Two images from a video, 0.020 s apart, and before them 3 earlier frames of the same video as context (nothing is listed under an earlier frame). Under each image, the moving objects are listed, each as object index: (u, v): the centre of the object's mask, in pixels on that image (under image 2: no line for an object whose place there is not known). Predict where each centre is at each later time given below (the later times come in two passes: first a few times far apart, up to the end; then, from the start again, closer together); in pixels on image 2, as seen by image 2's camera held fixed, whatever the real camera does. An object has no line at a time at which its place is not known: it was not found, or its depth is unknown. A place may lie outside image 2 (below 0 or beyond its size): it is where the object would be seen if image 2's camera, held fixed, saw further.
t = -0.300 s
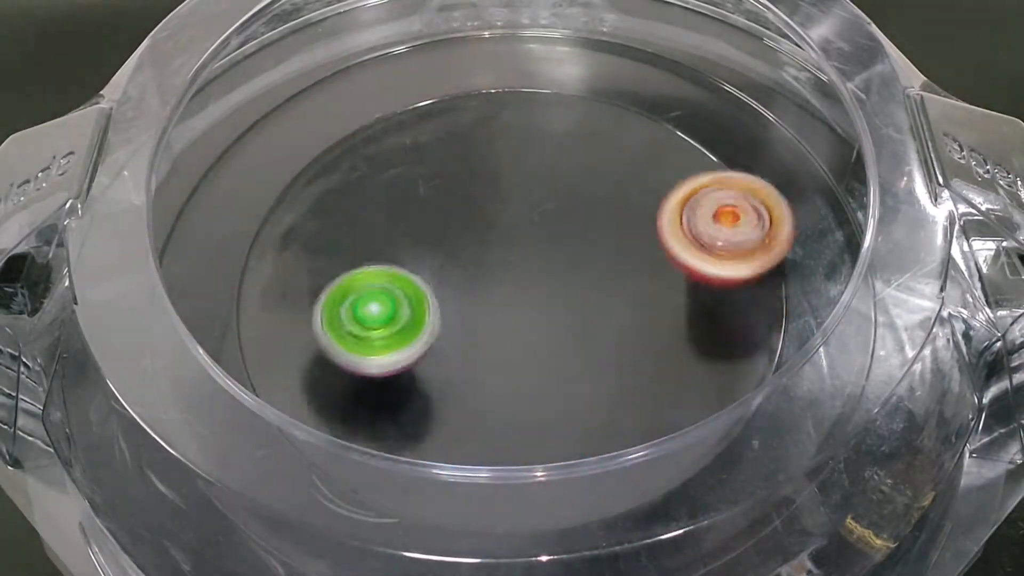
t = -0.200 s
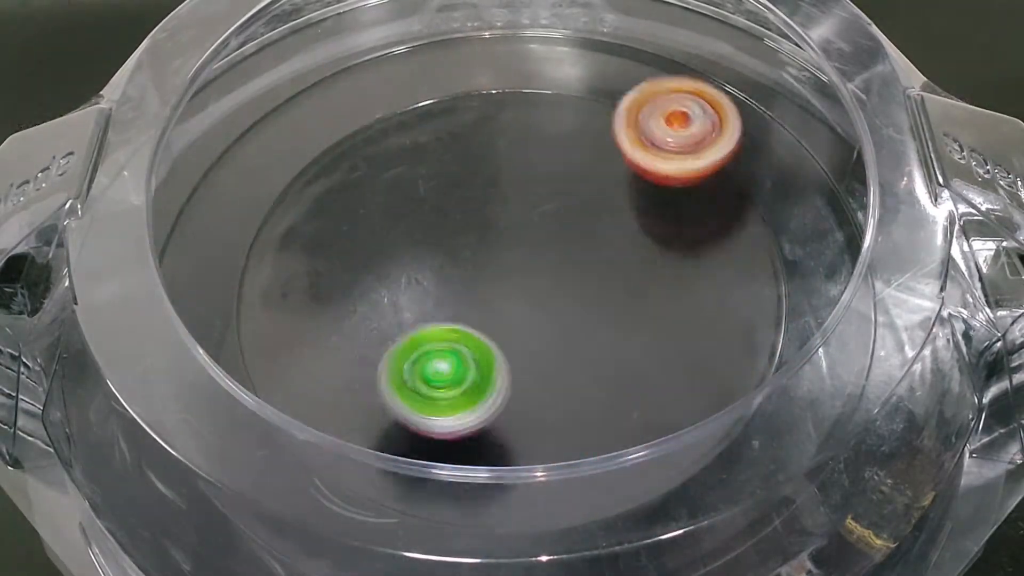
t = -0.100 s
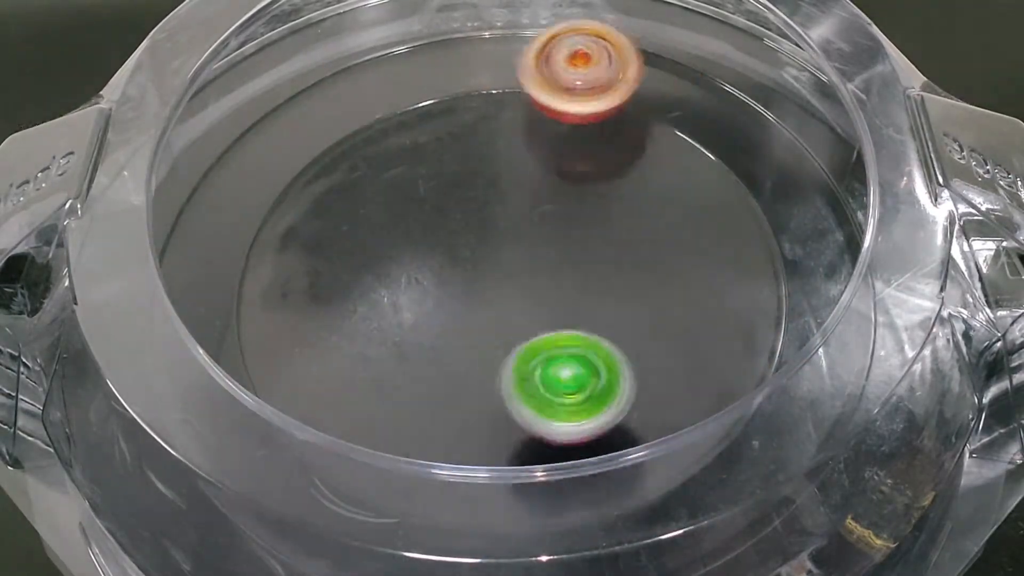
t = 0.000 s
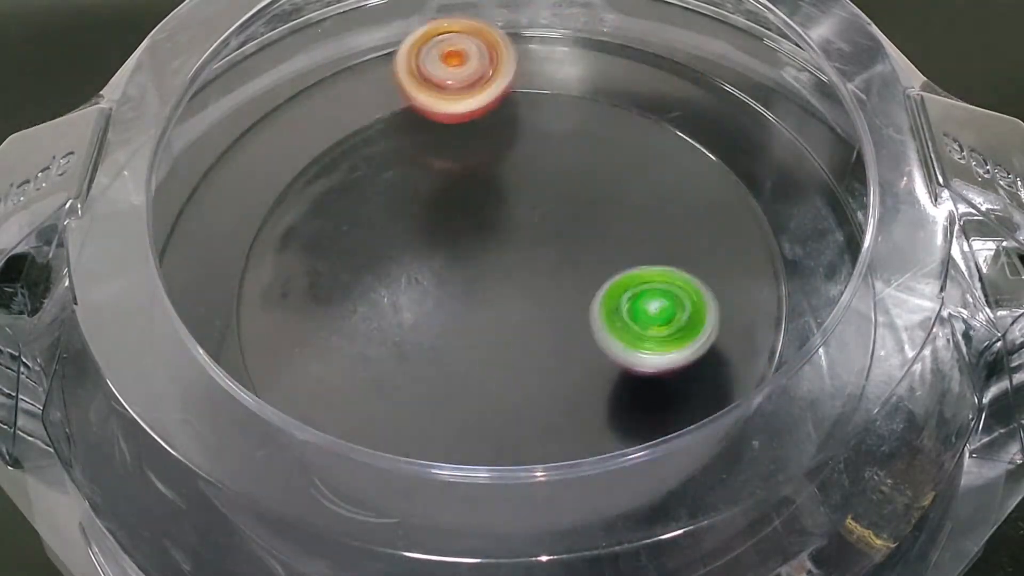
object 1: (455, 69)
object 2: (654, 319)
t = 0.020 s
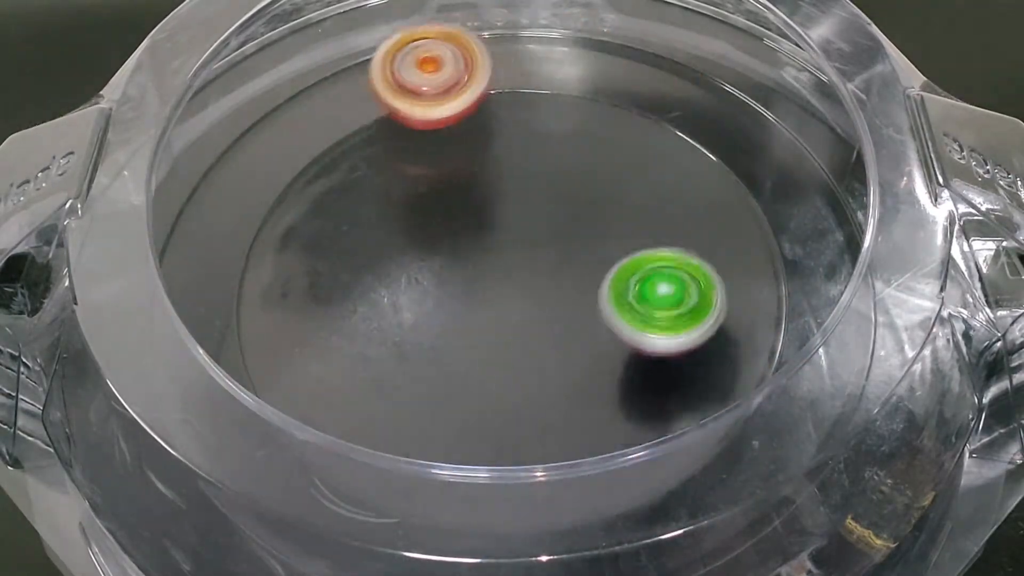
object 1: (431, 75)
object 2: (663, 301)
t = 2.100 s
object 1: (489, 72)
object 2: (564, 169)
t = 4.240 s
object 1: (752, 313)
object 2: (468, 366)
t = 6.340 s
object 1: (427, 185)
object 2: (482, 312)
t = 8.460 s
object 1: (421, 228)
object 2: (567, 268)
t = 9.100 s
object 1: (606, 236)
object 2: (509, 325)
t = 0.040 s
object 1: (407, 83)
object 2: (668, 282)
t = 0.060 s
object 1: (385, 93)
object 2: (669, 263)
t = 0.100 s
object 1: (346, 121)
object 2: (661, 226)
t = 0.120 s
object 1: (329, 137)
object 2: (651, 210)
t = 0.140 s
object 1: (316, 155)
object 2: (640, 195)
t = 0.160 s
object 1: (305, 175)
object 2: (624, 181)
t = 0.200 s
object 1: (290, 219)
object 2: (590, 158)
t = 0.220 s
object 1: (288, 241)
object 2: (569, 150)
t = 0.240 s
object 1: (288, 265)
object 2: (548, 144)
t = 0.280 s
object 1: (302, 311)
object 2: (503, 139)
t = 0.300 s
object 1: (314, 334)
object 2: (481, 139)
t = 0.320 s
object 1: (330, 355)
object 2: (458, 143)
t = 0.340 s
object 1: (349, 373)
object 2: (436, 148)
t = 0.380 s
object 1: (397, 400)
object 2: (395, 164)
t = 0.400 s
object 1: (424, 409)
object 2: (377, 176)
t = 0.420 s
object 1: (453, 416)
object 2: (360, 189)
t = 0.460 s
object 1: (512, 422)
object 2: (333, 220)
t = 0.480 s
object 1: (543, 421)
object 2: (324, 237)
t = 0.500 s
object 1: (572, 418)
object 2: (318, 256)
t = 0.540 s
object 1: (633, 415)
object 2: (317, 293)
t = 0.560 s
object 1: (661, 405)
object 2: (323, 311)
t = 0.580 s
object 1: (686, 390)
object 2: (332, 329)
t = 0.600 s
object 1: (707, 375)
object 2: (345, 347)
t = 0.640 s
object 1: (742, 338)
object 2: (378, 376)
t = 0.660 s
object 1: (755, 319)
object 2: (399, 387)
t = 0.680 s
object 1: (765, 298)
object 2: (424, 396)
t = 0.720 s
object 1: (775, 255)
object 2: (477, 407)
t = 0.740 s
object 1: (774, 234)
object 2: (504, 408)
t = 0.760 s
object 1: (770, 214)
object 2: (532, 406)
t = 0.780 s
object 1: (764, 196)
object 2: (559, 401)
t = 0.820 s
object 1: (740, 160)
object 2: (607, 380)
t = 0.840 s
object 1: (724, 145)
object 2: (629, 365)
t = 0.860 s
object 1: (707, 131)
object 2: (646, 349)
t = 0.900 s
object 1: (667, 110)
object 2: (671, 312)
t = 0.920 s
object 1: (645, 103)
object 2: (679, 291)
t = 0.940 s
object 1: (622, 97)
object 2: (683, 271)
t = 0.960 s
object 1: (598, 93)
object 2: (683, 251)
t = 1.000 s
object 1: (548, 92)
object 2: (673, 213)
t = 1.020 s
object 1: (523, 95)
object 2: (664, 196)
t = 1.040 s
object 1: (499, 100)
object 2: (652, 180)
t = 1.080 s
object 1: (451, 114)
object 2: (622, 152)
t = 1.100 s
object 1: (428, 125)
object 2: (605, 141)
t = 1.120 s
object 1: (407, 137)
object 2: (587, 132)
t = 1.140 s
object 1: (387, 151)
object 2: (568, 125)
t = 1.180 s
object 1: (352, 183)
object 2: (526, 117)
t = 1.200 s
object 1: (338, 201)
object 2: (505, 116)
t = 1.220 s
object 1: (326, 220)
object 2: (485, 117)
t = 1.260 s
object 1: (309, 261)
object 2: (443, 125)
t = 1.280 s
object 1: (305, 282)
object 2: (424, 132)
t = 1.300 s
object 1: (304, 304)
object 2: (404, 141)
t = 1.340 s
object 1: (314, 349)
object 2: (369, 163)
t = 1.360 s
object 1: (325, 367)
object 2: (354, 178)
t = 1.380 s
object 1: (340, 382)
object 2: (341, 194)
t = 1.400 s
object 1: (359, 395)
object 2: (331, 211)
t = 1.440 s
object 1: (395, 434)
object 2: (318, 247)
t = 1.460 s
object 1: (420, 445)
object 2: (317, 266)
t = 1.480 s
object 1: (444, 457)
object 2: (319, 286)
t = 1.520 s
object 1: (503, 467)
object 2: (333, 324)
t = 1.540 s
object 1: (534, 468)
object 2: (346, 342)
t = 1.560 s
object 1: (563, 465)
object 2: (361, 359)
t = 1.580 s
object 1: (591, 459)
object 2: (380, 374)
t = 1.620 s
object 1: (644, 437)
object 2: (425, 399)
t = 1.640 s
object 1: (667, 422)
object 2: (451, 406)
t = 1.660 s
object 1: (685, 406)
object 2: (478, 411)
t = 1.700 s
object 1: (714, 369)
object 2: (533, 411)
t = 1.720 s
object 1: (722, 347)
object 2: (559, 407)
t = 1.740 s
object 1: (729, 328)
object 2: (584, 400)
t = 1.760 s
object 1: (732, 307)
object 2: (608, 390)
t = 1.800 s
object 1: (729, 266)
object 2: (649, 361)
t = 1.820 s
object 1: (724, 245)
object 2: (663, 347)
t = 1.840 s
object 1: (720, 221)
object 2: (670, 336)
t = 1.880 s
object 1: (701, 180)
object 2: (678, 310)
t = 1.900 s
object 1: (687, 163)
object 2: (680, 296)
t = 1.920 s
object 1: (671, 147)
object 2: (679, 279)
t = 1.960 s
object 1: (638, 120)
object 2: (672, 246)
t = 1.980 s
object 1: (618, 108)
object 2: (663, 231)
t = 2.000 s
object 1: (598, 98)
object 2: (652, 216)
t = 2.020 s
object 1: (577, 90)
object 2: (638, 203)
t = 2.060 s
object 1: (534, 77)
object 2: (604, 183)
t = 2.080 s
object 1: (511, 73)
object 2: (585, 175)
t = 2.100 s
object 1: (489, 72)
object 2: (564, 169)
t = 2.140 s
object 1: (444, 72)
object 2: (519, 164)
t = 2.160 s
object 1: (421, 76)
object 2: (497, 165)
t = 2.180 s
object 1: (398, 81)
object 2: (475, 168)
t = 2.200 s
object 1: (378, 89)
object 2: (454, 174)
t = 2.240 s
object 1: (336, 109)
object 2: (420, 197)
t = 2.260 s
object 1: (313, 119)
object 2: (407, 215)
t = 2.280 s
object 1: (292, 127)
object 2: (395, 233)
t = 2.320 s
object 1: (255, 142)
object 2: (378, 270)
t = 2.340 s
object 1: (239, 148)
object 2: (374, 288)
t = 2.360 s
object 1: (226, 154)
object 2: (374, 306)
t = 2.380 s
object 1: (218, 158)
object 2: (377, 324)
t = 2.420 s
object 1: (204, 166)
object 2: (396, 357)
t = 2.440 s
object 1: (189, 169)
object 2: (410, 373)
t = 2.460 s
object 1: (181, 176)
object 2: (427, 385)
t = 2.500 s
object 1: (170, 201)
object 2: (468, 404)
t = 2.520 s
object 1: (168, 217)
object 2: (490, 409)
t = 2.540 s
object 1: (165, 234)
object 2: (514, 412)
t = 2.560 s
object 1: (165, 252)
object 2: (536, 411)
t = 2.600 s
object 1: (167, 280)
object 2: (580, 402)
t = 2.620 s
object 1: (169, 292)
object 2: (601, 393)
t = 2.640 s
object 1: (175, 301)
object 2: (618, 382)
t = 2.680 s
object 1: (193, 315)
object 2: (649, 355)
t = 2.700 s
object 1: (203, 320)
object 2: (660, 339)
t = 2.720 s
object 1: (215, 326)
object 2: (668, 323)
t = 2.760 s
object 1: (244, 335)
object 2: (675, 288)
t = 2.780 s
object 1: (261, 343)
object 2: (673, 271)
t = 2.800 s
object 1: (282, 349)
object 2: (669, 254)
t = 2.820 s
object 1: (301, 360)
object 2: (661, 238)
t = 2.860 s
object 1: (346, 381)
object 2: (637, 212)
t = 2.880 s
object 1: (371, 392)
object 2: (621, 201)
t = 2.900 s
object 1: (399, 396)
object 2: (603, 192)
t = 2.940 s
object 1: (453, 402)
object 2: (564, 178)
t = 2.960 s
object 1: (480, 403)
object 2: (543, 173)
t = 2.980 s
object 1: (508, 400)
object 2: (522, 171)
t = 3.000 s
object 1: (534, 395)
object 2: (500, 172)
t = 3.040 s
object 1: (581, 376)
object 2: (459, 180)
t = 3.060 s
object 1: (602, 363)
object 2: (439, 186)
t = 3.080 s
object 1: (622, 349)
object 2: (421, 195)
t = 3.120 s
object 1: (654, 317)
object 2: (389, 217)
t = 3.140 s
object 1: (666, 299)
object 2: (376, 230)
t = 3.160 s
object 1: (675, 281)
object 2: (364, 244)
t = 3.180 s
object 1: (683, 262)
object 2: (356, 259)
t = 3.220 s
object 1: (691, 225)
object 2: (347, 291)
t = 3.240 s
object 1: (691, 207)
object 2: (348, 308)
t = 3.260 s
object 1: (688, 190)
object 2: (353, 325)
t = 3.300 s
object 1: (678, 156)
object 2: (372, 356)
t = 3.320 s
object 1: (670, 141)
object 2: (387, 369)
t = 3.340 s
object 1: (661, 126)
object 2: (403, 382)
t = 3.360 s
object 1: (649, 113)
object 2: (423, 391)
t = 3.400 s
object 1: (622, 91)
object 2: (466, 404)
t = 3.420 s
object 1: (606, 83)
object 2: (490, 407)
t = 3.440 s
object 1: (588, 75)
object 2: (514, 406)
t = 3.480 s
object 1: (550, 70)
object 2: (558, 395)
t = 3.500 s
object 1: (529, 70)
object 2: (578, 385)
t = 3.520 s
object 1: (510, 72)
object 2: (596, 373)
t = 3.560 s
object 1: (471, 84)
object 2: (626, 342)
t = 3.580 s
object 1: (453, 94)
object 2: (636, 325)
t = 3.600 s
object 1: (437, 105)
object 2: (643, 308)
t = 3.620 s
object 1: (422, 118)
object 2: (646, 290)
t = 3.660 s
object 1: (395, 148)
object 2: (644, 255)
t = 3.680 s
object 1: (385, 165)
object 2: (638, 239)
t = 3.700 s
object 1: (376, 184)
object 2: (629, 224)
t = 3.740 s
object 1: (367, 222)
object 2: (604, 199)
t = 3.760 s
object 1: (365, 241)
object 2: (589, 188)
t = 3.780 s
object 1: (364, 262)
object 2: (573, 180)
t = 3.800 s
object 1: (367, 282)
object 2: (555, 173)
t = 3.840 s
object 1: (383, 320)
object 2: (517, 165)
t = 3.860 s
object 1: (395, 337)
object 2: (498, 164)
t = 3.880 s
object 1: (408, 354)
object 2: (479, 165)
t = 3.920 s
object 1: (443, 381)
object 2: (443, 173)
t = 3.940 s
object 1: (463, 392)
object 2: (425, 181)
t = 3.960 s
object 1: (484, 401)
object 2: (409, 189)
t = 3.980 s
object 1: (506, 407)
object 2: (395, 200)
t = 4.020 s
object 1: (552, 411)
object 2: (373, 226)
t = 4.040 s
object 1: (577, 409)
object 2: (365, 241)
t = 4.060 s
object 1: (602, 414)
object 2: (360, 257)
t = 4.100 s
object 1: (649, 404)
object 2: (362, 288)
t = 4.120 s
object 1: (672, 397)
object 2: (368, 305)
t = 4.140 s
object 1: (691, 387)
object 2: (378, 319)
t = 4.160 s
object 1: (708, 376)
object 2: (392, 333)
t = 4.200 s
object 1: (736, 346)
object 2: (426, 355)
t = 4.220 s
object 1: (746, 330)
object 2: (447, 362)
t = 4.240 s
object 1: (752, 313)
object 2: (468, 366)
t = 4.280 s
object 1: (755, 280)
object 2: (514, 369)
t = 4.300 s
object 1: (752, 263)
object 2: (535, 365)
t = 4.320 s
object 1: (745, 247)
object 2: (556, 359)
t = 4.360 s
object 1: (723, 220)
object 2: (591, 338)
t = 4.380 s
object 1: (709, 208)
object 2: (606, 325)
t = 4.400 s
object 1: (692, 197)
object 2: (617, 310)
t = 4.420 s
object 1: (674, 189)
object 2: (626, 295)
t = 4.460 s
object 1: (648, 150)
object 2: (617, 289)
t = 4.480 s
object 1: (638, 129)
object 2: (607, 294)
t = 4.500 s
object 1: (625, 111)
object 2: (597, 298)
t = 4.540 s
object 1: (594, 85)
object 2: (576, 300)
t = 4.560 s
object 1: (579, 76)
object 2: (566, 298)
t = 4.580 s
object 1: (560, 68)
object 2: (557, 295)
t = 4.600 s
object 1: (542, 62)
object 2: (551, 291)
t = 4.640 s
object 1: (504, 57)
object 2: (542, 282)
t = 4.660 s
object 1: (483, 58)
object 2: (538, 278)
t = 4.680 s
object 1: (464, 58)
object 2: (532, 275)
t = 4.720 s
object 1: (428, 59)
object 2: (517, 272)
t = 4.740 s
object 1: (412, 58)
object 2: (510, 272)
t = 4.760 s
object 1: (399, 56)
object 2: (502, 274)
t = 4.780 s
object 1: (388, 54)
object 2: (495, 277)
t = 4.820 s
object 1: (367, 50)
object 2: (485, 286)
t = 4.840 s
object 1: (358, 48)
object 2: (482, 292)
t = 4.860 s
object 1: (350, 47)
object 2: (481, 299)
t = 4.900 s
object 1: (331, 47)
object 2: (484, 311)
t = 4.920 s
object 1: (320, 50)
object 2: (489, 316)
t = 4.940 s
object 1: (310, 56)
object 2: (496, 320)
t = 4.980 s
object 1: (285, 72)
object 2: (513, 325)
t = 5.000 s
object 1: (273, 84)
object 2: (522, 324)
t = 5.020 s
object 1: (264, 95)
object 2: (532, 322)
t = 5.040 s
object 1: (254, 106)
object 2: (540, 318)
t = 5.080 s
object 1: (243, 125)
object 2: (552, 306)
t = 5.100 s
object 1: (240, 132)
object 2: (556, 299)
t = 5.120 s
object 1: (238, 140)
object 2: (558, 291)
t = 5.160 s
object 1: (242, 155)
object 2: (556, 275)
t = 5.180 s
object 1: (245, 162)
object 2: (553, 267)
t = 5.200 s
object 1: (247, 170)
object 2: (547, 260)
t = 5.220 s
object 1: (252, 177)
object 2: (540, 253)
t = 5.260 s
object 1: (263, 198)
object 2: (522, 244)
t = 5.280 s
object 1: (269, 210)
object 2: (511, 241)
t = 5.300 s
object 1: (277, 227)
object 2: (500, 240)
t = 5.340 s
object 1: (292, 259)
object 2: (478, 242)
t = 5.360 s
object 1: (301, 276)
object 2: (469, 245)
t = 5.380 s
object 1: (313, 292)
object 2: (460, 248)
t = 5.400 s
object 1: (325, 307)
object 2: (452, 253)
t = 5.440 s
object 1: (357, 335)
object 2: (442, 263)
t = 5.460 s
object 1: (369, 351)
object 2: (442, 267)
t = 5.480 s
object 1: (383, 366)
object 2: (445, 271)
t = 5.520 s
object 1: (419, 388)
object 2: (450, 282)
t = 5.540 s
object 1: (438, 395)
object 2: (453, 288)
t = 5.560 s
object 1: (459, 402)
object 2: (459, 294)
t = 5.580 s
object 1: (480, 407)
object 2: (465, 300)
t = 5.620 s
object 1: (522, 412)
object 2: (483, 307)
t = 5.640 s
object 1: (545, 411)
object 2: (493, 309)
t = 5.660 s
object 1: (566, 410)
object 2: (504, 309)
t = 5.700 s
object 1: (610, 402)
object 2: (523, 305)
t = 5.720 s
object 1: (628, 395)
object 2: (532, 301)
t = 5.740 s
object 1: (647, 388)
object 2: (539, 296)
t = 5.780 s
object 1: (680, 370)
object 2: (550, 283)
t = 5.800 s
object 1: (694, 360)
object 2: (554, 276)
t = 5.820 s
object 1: (707, 349)
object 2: (557, 269)
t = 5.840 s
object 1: (719, 334)
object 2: (558, 261)
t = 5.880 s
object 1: (733, 303)
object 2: (556, 247)
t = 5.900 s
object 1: (738, 286)
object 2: (552, 240)
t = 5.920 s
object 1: (739, 270)
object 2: (548, 235)
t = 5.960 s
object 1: (734, 239)
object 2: (537, 225)
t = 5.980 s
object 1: (726, 225)
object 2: (530, 222)
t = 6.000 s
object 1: (717, 214)
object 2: (522, 220)
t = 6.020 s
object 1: (706, 201)
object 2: (514, 218)
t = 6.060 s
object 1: (677, 182)
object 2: (497, 218)
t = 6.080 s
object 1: (662, 174)
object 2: (488, 221)
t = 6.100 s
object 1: (644, 168)
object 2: (480, 225)
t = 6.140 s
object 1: (610, 159)
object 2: (466, 236)
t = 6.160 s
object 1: (591, 156)
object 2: (461, 243)
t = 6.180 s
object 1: (572, 155)
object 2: (458, 251)
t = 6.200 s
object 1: (554, 155)
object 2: (455, 259)
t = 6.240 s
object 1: (515, 158)
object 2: (456, 276)
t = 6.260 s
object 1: (497, 161)
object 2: (458, 284)
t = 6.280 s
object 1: (478, 165)
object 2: (462, 292)
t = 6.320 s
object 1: (444, 178)
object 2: (474, 306)
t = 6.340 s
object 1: (427, 185)
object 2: (482, 312)
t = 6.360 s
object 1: (411, 194)
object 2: (491, 317)
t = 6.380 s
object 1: (397, 204)
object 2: (501, 320)
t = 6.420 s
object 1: (372, 225)
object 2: (521, 323)
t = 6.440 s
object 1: (361, 237)
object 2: (531, 323)
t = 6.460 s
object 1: (352, 250)
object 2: (541, 322)
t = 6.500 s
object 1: (338, 276)
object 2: (559, 318)
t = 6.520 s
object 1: (335, 290)
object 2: (568, 313)
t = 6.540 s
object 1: (333, 304)
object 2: (576, 308)
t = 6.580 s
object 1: (337, 332)
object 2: (588, 296)
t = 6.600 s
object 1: (342, 346)
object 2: (592, 289)
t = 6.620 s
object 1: (349, 360)
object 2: (595, 283)
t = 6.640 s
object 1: (360, 372)
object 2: (596, 276)
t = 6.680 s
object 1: (387, 392)
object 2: (596, 262)
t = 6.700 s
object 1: (405, 399)
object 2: (593, 254)
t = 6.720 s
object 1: (425, 404)
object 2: (589, 247)
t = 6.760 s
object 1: (465, 410)
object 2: (576, 237)
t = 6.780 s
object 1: (486, 410)
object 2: (568, 233)
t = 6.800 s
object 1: (506, 409)
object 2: (560, 230)
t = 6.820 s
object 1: (527, 405)
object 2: (550, 227)
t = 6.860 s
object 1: (562, 391)
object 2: (531, 226)
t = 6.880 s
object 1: (578, 380)
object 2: (520, 227)
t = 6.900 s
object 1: (592, 368)
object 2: (510, 230)
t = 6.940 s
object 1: (616, 341)
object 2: (491, 238)
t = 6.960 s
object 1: (624, 327)
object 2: (484, 243)
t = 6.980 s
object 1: (630, 313)
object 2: (476, 248)
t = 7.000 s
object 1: (635, 297)
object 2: (470, 255)
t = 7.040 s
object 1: (637, 267)
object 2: (460, 269)
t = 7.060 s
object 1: (636, 252)
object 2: (457, 277)
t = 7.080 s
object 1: (631, 237)
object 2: (454, 286)
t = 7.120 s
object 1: (619, 210)
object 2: (455, 301)
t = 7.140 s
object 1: (609, 198)
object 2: (458, 309)
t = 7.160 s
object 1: (600, 187)
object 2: (461, 316)
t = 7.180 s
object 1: (589, 175)
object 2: (466, 322)
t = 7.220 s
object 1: (564, 158)
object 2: (478, 335)
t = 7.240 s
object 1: (549, 150)
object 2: (485, 339)
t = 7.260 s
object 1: (534, 144)
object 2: (494, 343)
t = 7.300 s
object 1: (503, 136)
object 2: (513, 346)
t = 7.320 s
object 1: (488, 134)
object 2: (522, 346)
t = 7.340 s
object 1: (472, 135)
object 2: (531, 346)
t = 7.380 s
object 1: (441, 141)
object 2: (549, 341)
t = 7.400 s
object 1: (426, 147)
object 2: (558, 336)
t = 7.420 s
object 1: (412, 154)
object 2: (566, 330)
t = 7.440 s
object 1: (399, 164)
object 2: (572, 324)
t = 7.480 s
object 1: (379, 186)
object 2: (580, 310)
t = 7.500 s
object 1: (373, 199)
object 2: (583, 302)
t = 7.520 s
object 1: (369, 214)
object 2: (584, 294)
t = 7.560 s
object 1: (365, 244)
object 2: (581, 278)
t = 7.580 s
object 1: (367, 259)
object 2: (577, 270)
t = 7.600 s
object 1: (370, 274)
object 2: (572, 264)
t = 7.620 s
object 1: (377, 289)
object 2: (566, 258)
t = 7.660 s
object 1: (397, 316)
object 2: (553, 247)
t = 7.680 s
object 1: (411, 329)
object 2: (545, 242)
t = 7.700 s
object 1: (426, 339)
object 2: (535, 239)
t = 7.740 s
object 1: (460, 357)
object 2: (516, 235)
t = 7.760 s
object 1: (478, 362)
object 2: (507, 234)
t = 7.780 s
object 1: (497, 366)
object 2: (498, 235)
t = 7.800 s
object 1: (517, 368)
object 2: (488, 236)
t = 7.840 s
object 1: (555, 366)
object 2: (470, 240)
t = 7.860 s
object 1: (574, 362)
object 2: (462, 244)
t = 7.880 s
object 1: (592, 356)
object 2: (455, 248)
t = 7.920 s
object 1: (626, 340)
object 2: (443, 258)
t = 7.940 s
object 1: (638, 331)
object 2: (438, 264)
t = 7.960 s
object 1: (652, 321)
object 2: (434, 271)
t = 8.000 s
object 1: (670, 296)
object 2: (430, 285)
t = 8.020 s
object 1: (678, 283)
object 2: (431, 292)
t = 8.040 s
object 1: (682, 269)
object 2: (433, 299)
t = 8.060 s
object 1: (683, 255)
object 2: (437, 306)
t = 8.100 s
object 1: (678, 229)
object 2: (446, 319)
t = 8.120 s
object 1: (672, 218)
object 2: (453, 324)
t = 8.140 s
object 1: (664, 207)
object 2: (463, 328)
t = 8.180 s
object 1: (639, 190)
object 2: (482, 333)
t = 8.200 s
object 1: (624, 183)
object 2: (491, 334)
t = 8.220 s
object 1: (609, 177)
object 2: (501, 335)
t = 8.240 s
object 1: (594, 173)
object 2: (511, 334)
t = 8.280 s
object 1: (560, 171)
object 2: (530, 327)
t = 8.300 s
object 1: (543, 172)
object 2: (539, 322)
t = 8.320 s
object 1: (524, 174)
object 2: (546, 317)
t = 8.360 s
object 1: (491, 183)
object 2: (558, 306)
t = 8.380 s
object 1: (475, 190)
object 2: (563, 299)
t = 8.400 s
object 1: (460, 198)
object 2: (566, 291)
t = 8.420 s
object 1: (445, 207)
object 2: (567, 283)
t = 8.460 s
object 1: (421, 228)
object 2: (567, 268)
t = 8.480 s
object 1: (411, 239)
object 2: (566, 261)
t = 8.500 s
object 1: (402, 252)
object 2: (564, 253)
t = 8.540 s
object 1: (389, 278)
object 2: (555, 241)
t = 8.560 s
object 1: (387, 291)
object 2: (550, 236)
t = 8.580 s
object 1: (386, 305)
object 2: (544, 231)
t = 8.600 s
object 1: (387, 318)
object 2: (537, 227)
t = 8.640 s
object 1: (396, 344)
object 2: (521, 221)
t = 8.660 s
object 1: (404, 357)
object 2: (512, 220)
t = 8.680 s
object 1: (415, 368)
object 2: (505, 219)
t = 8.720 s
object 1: (441, 386)
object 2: (488, 221)
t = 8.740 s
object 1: (457, 392)
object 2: (480, 223)
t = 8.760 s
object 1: (473, 397)
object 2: (472, 227)
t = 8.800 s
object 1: (510, 401)
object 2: (460, 238)
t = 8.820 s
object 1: (527, 399)
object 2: (455, 244)
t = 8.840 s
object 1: (546, 394)
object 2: (450, 251)
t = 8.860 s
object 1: (561, 386)
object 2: (447, 258)
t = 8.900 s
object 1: (589, 367)
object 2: (446, 274)
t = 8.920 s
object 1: (600, 355)
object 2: (448, 281)
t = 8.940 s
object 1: (610, 343)
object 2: (451, 289)
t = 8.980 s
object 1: (621, 316)
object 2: (460, 302)
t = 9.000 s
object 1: (624, 302)
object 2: (466, 309)
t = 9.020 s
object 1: (624, 288)
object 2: (474, 313)
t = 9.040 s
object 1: (623, 275)
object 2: (483, 317)
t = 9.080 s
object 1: (613, 248)
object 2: (500, 323)
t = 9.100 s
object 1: (606, 236)
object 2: (509, 325)
